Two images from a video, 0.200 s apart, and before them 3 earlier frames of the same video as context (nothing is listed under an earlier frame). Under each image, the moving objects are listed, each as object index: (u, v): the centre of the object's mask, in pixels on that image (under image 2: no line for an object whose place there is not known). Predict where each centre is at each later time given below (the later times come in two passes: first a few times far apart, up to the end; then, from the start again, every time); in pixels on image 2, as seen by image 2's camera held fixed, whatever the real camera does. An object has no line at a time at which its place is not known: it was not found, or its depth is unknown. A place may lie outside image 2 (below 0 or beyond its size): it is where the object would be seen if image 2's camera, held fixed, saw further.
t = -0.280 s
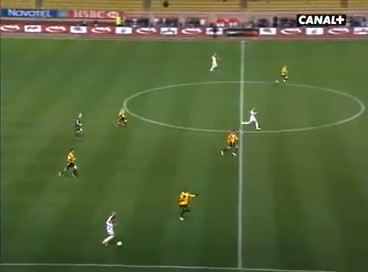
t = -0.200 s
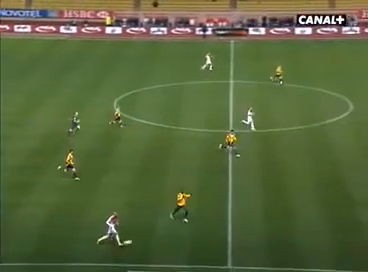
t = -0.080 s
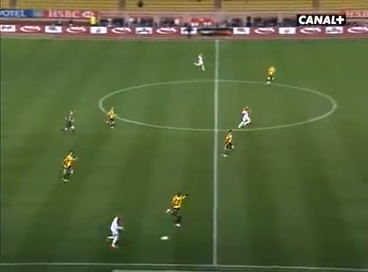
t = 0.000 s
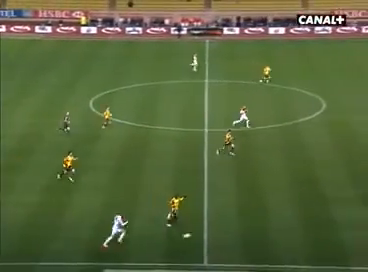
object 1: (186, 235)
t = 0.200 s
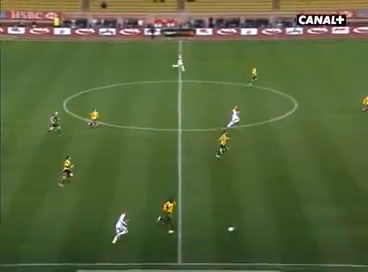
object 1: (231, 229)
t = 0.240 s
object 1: (243, 227)
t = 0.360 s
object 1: (277, 225)
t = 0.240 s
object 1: (243, 227)
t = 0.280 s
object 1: (255, 226)
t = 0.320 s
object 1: (267, 226)
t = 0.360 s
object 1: (277, 225)
